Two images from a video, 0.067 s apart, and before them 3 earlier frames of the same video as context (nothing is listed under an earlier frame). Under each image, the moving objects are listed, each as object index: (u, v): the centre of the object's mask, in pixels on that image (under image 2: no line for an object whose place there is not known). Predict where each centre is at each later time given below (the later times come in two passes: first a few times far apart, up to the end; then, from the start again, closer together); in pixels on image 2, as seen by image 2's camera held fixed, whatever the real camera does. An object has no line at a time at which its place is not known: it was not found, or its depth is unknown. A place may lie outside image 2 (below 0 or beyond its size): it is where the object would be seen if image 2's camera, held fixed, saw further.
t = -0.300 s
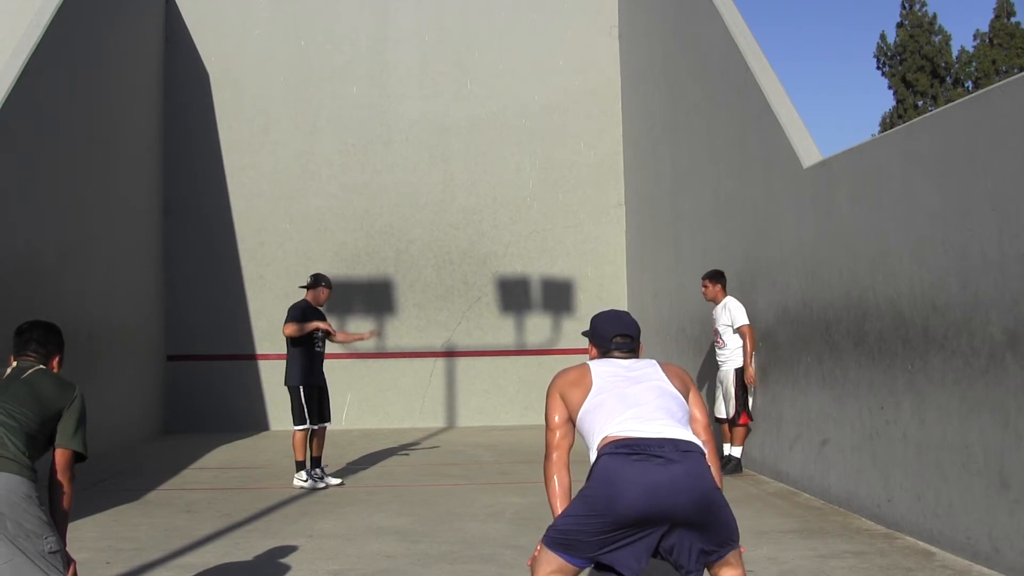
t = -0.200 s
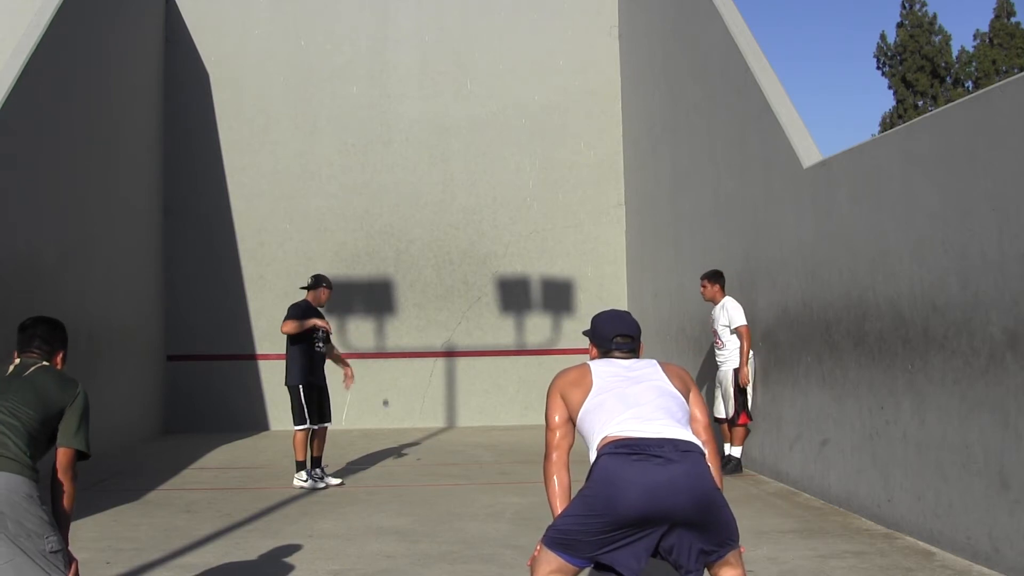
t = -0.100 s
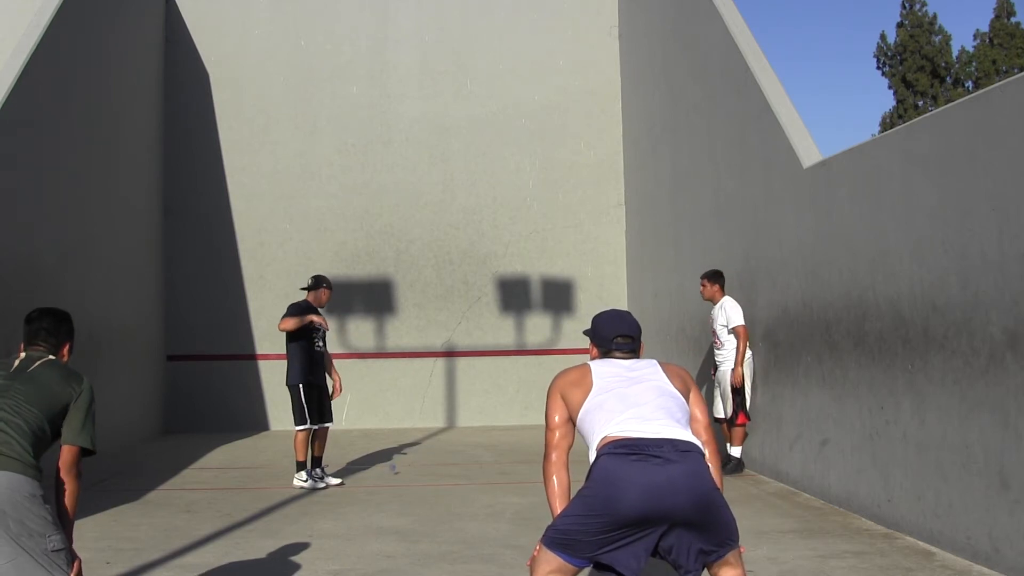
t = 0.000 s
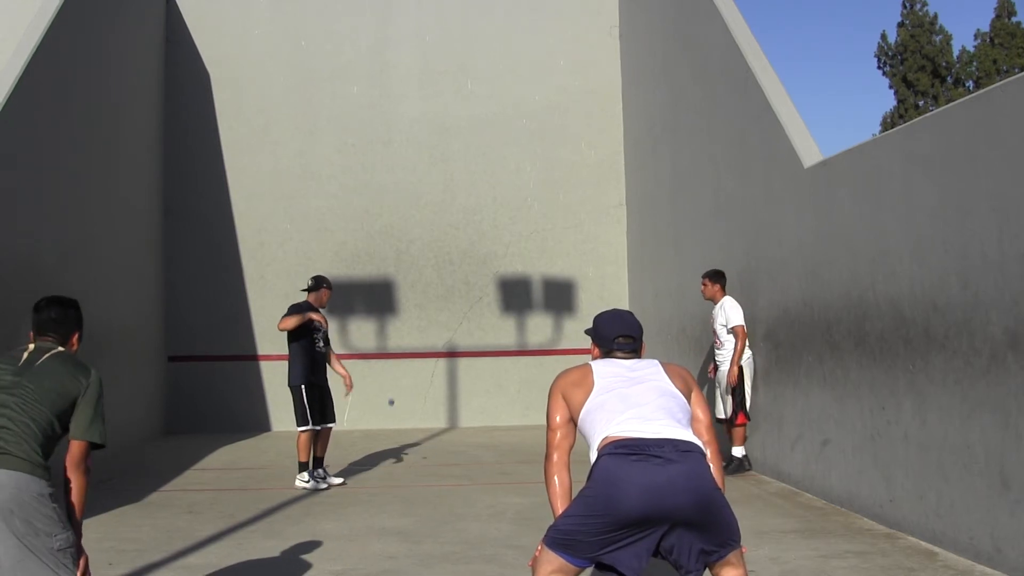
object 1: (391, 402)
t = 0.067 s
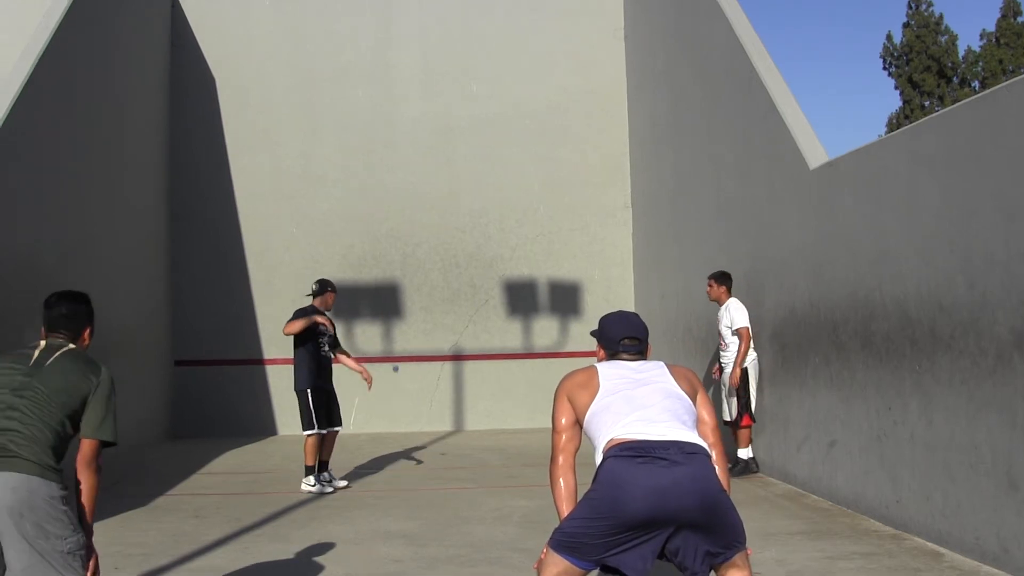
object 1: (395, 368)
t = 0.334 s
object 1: (390, 270)
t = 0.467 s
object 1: (388, 250)
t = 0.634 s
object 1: (386, 253)
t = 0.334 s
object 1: (390, 270)
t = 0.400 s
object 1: (389, 257)
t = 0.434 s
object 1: (390, 254)
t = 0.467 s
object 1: (388, 250)
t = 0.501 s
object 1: (388, 249)
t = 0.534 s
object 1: (388, 248)
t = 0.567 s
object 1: (387, 249)
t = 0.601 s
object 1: (387, 251)
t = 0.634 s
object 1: (386, 253)
